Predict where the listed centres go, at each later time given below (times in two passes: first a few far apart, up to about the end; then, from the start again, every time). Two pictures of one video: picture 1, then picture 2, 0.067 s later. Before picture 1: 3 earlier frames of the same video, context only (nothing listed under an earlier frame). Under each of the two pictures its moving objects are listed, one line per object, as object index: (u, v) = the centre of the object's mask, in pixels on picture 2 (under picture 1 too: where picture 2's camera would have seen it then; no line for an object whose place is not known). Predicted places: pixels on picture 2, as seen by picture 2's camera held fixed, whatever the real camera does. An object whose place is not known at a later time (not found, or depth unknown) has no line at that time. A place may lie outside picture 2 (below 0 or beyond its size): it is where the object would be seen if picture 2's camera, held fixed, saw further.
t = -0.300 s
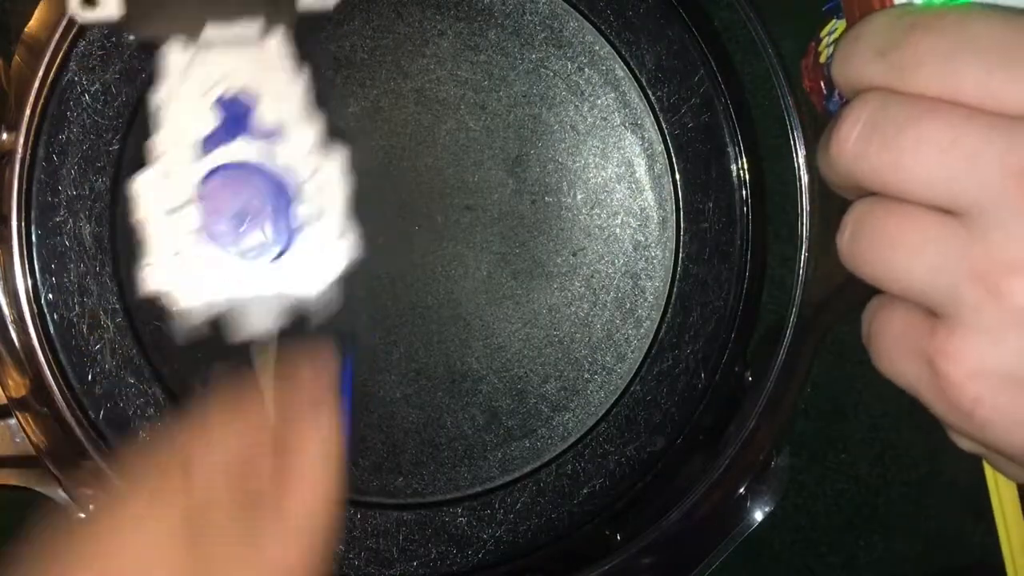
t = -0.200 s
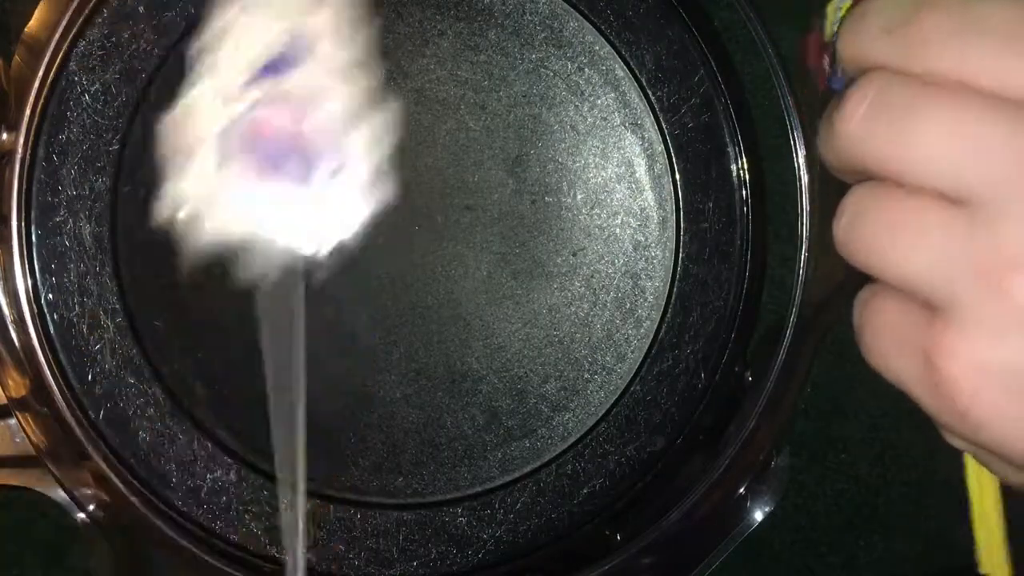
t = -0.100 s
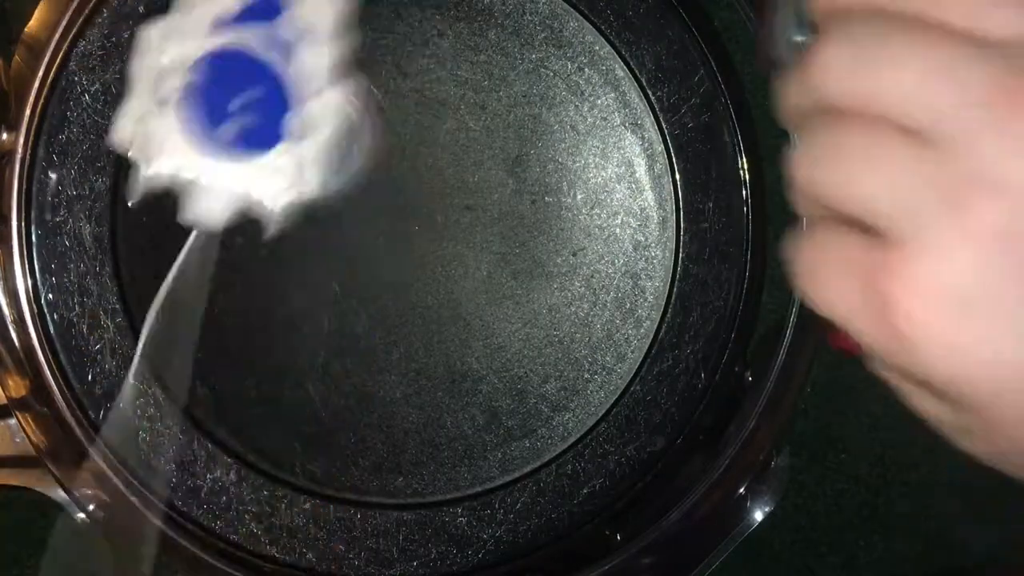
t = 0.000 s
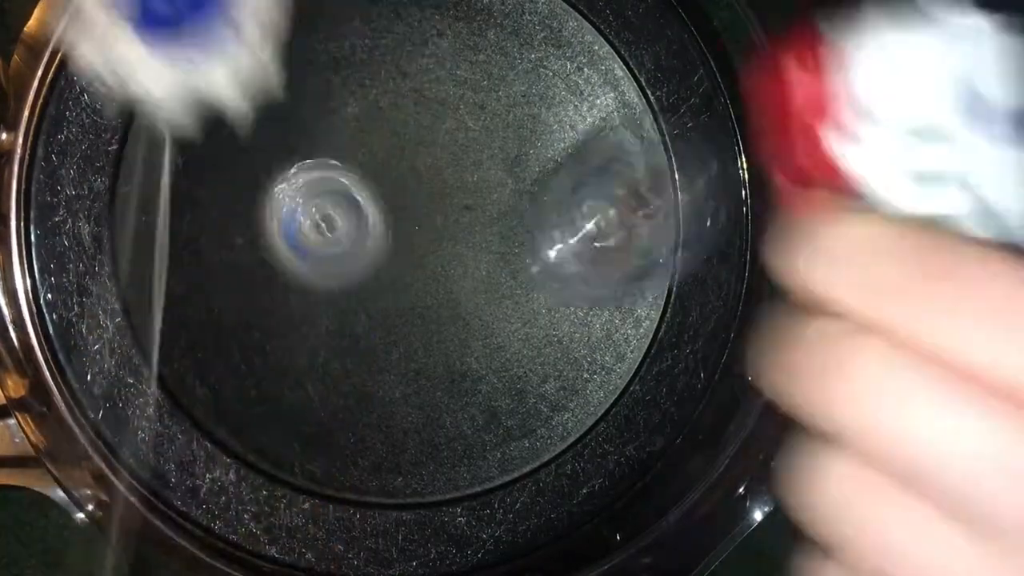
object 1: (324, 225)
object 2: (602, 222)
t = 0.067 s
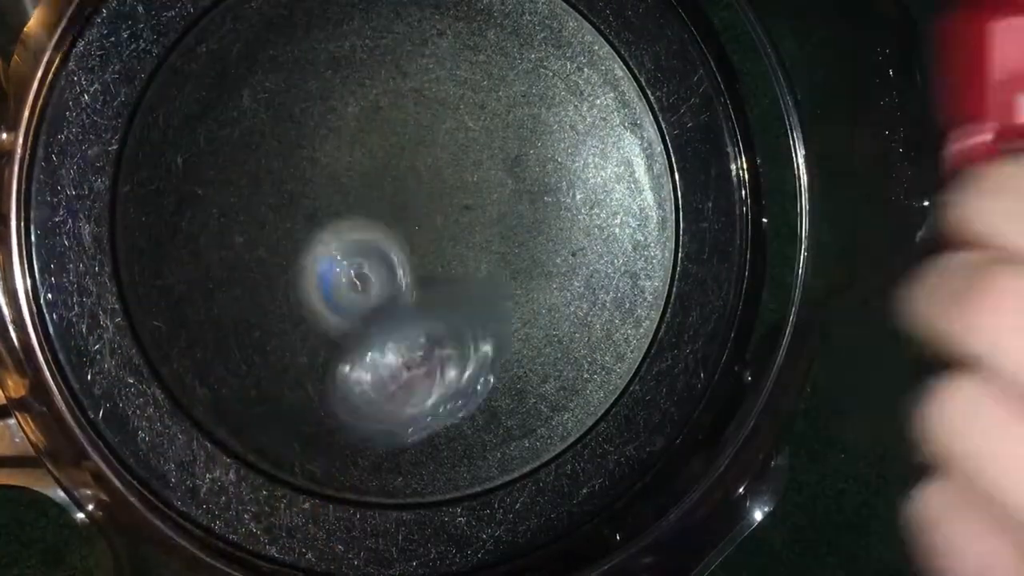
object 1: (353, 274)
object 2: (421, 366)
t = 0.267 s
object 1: (427, 376)
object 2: (210, 479)
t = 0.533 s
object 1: (409, 374)
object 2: (262, 398)
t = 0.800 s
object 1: (509, 300)
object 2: (311, 317)
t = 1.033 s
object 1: (523, 293)
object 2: (292, 198)
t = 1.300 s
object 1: (439, 310)
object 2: (266, 157)
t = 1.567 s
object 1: (424, 117)
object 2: (262, 161)
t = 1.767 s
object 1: (562, 97)
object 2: (331, 127)
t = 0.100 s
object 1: (372, 303)
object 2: (334, 420)
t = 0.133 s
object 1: (386, 322)
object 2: (296, 442)
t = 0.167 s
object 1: (400, 340)
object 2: (270, 459)
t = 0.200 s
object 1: (414, 355)
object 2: (246, 473)
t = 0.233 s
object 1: (421, 367)
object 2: (220, 479)
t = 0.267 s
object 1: (427, 376)
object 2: (210, 479)
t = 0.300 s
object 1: (430, 383)
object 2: (208, 477)
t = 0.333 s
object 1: (430, 386)
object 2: (206, 471)
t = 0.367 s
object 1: (427, 389)
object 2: (209, 462)
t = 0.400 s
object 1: (420, 389)
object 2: (216, 451)
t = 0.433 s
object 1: (413, 389)
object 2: (230, 438)
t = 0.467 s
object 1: (402, 388)
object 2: (249, 422)
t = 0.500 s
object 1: (392, 384)
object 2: (267, 408)
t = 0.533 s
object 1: (409, 374)
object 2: (262, 398)
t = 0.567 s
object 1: (425, 364)
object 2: (262, 389)
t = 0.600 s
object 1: (440, 352)
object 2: (266, 380)
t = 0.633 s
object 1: (456, 341)
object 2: (274, 370)
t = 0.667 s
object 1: (468, 333)
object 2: (284, 360)
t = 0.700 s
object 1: (481, 323)
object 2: (293, 352)
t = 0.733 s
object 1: (492, 314)
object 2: (301, 341)
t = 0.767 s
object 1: (501, 305)
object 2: (307, 331)
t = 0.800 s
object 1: (509, 300)
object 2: (311, 317)
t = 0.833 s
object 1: (513, 296)
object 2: (312, 302)
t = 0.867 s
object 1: (517, 292)
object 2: (313, 283)
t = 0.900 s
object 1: (521, 291)
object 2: (310, 265)
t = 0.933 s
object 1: (523, 289)
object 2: (308, 247)
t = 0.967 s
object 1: (523, 289)
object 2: (303, 228)
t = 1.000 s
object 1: (523, 290)
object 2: (298, 212)
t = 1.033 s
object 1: (523, 293)
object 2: (292, 198)
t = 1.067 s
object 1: (522, 300)
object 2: (286, 184)
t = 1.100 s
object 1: (519, 306)
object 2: (281, 173)
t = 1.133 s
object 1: (513, 316)
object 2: (276, 164)
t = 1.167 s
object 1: (501, 324)
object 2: (272, 159)
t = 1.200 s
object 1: (489, 328)
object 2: (269, 156)
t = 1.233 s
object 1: (473, 327)
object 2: (268, 155)
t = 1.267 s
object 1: (455, 321)
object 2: (267, 155)
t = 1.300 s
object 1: (439, 310)
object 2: (266, 157)
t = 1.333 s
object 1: (422, 294)
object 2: (265, 159)
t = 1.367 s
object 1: (408, 271)
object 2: (261, 161)
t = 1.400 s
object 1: (400, 248)
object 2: (260, 163)
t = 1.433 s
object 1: (395, 221)
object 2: (258, 165)
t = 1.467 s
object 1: (396, 195)
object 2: (255, 167)
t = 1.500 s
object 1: (400, 168)
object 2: (255, 167)
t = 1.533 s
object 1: (409, 141)
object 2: (256, 165)
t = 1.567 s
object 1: (424, 117)
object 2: (262, 161)
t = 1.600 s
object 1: (443, 99)
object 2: (271, 155)
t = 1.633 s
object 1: (464, 85)
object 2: (283, 150)
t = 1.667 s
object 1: (487, 78)
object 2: (296, 144)
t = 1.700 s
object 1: (513, 78)
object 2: (310, 138)
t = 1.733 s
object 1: (539, 82)
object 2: (320, 132)
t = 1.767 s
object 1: (562, 97)
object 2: (331, 127)
